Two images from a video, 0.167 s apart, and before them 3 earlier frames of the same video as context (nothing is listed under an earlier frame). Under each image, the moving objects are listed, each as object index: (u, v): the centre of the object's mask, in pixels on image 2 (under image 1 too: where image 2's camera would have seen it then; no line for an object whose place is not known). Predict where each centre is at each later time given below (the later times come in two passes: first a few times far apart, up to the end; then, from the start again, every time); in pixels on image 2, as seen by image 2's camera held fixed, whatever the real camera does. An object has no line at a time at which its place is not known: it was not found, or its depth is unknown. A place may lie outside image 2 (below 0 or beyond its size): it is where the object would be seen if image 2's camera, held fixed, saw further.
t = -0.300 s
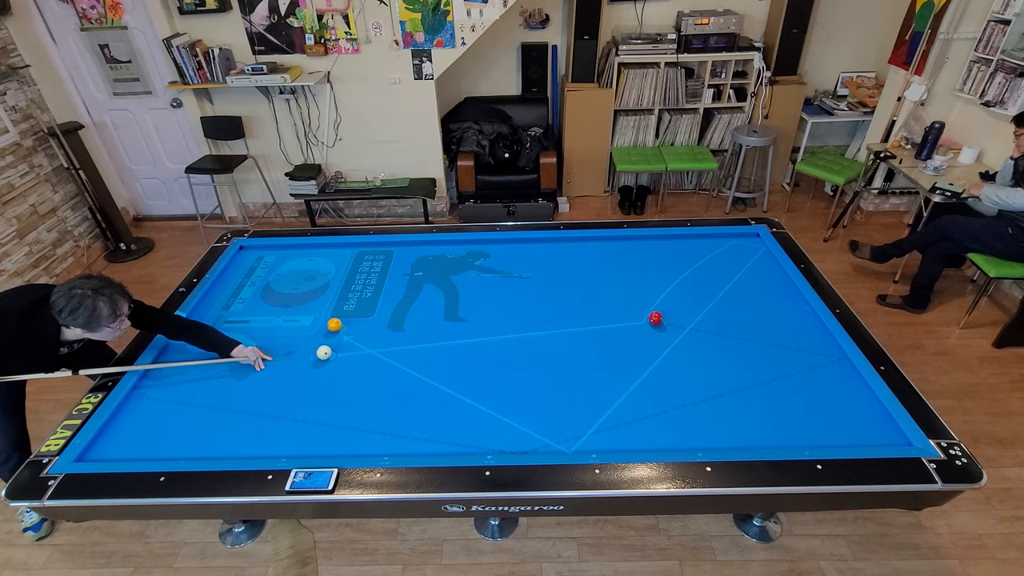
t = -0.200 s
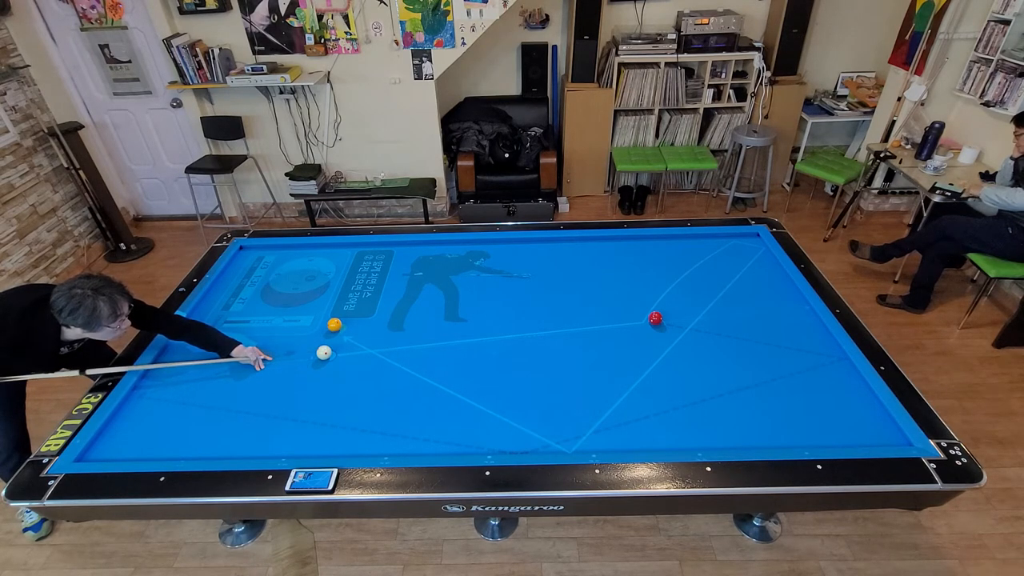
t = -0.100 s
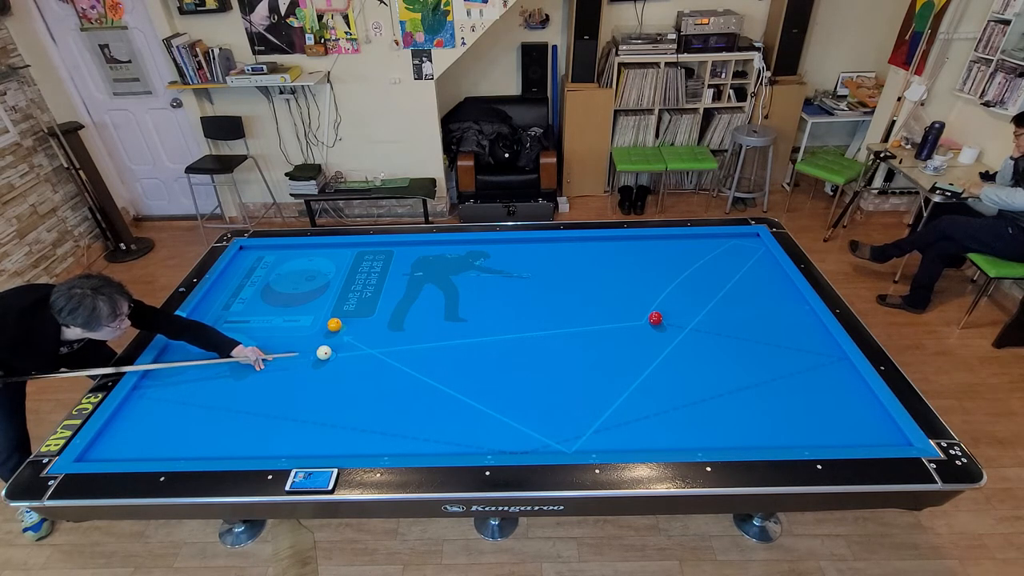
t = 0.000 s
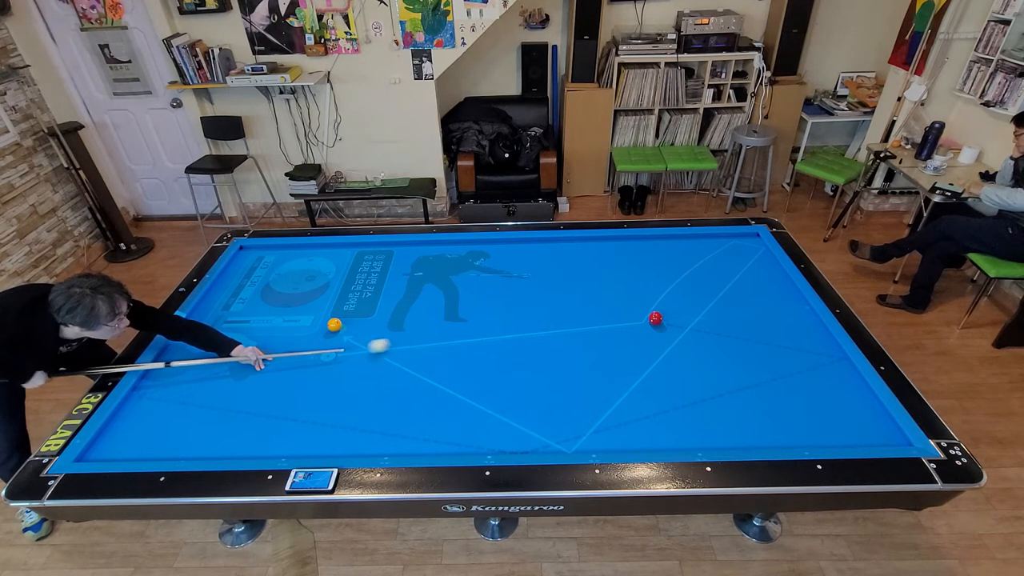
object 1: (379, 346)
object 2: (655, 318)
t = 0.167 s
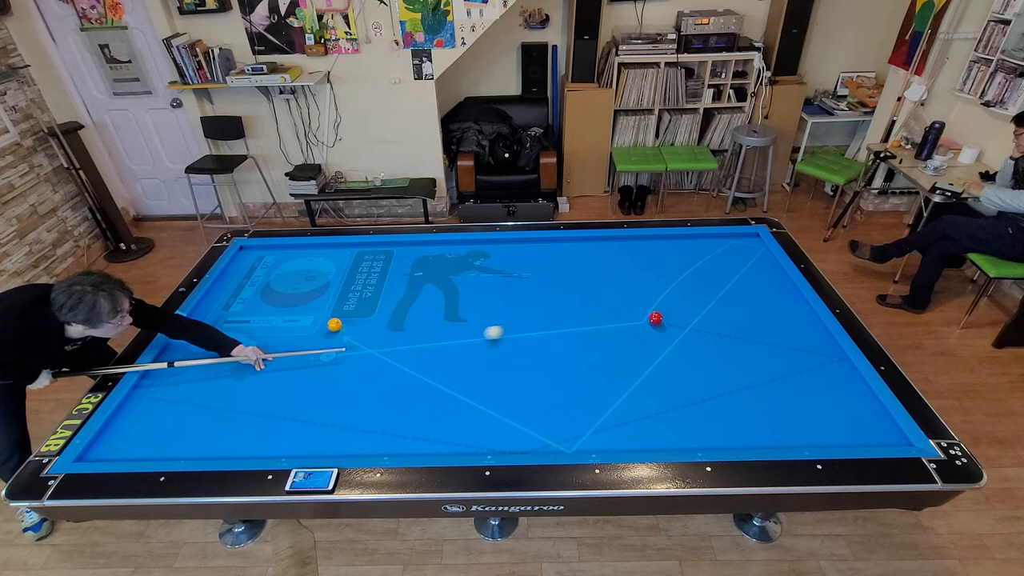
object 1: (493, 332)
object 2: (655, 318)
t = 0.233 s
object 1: (536, 328)
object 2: (655, 318)
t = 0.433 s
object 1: (643, 311)
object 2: (672, 320)
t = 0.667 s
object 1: (667, 280)
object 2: (797, 339)
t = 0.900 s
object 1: (704, 256)
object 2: (783, 352)
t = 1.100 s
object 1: (733, 238)
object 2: (734, 361)
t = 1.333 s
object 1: (749, 249)
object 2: (679, 373)
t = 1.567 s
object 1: (732, 265)
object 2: (623, 384)
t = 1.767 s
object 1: (717, 279)
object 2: (573, 394)
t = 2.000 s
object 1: (698, 297)
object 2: (514, 405)
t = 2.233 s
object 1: (678, 316)
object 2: (453, 418)
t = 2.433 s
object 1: (660, 334)
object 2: (400, 428)
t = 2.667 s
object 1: (637, 356)
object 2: (337, 441)
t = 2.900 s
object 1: (612, 381)
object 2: (272, 451)
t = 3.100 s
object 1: (588, 403)
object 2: (227, 448)
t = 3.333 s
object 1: (559, 431)
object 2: (177, 443)
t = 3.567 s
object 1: (529, 438)
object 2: (128, 438)
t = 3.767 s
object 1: (505, 424)
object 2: (114, 433)
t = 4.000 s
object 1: (479, 409)
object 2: (151, 425)
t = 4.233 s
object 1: (455, 395)
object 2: (185, 418)
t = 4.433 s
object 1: (436, 385)
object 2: (214, 411)
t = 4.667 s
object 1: (415, 373)
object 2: (245, 404)
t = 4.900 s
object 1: (396, 362)
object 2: (274, 398)
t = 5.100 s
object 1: (380, 353)
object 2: (299, 393)
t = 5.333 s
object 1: (363, 344)
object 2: (326, 386)
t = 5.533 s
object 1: (349, 336)
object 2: (349, 382)
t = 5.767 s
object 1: (338, 331)
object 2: (374, 376)
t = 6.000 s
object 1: (331, 331)
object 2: (397, 371)
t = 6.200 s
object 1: (325, 330)
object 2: (417, 366)
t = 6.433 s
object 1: (319, 330)
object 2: (439, 362)
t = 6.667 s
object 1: (314, 330)
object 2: (459, 357)
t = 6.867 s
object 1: (309, 329)
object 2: (476, 353)
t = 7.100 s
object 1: (305, 329)
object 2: (495, 349)
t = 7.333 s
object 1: (300, 329)
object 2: (513, 345)
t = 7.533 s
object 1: (297, 329)
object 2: (528, 342)
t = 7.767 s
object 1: (295, 329)
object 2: (545, 338)
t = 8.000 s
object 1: (292, 329)
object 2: (560, 335)
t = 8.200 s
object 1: (290, 329)
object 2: (573, 332)
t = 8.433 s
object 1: (289, 329)
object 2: (588, 329)
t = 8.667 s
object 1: (287, 329)
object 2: (601, 326)
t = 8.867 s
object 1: (287, 329)
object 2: (612, 323)
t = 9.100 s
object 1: (287, 329)
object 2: (625, 320)
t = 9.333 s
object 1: (287, 329)
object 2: (636, 318)
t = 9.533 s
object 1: (287, 329)
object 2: (646, 315)
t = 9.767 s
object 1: (287, 329)
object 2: (656, 313)
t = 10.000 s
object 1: (287, 329)
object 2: (665, 311)
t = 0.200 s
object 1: (515, 330)
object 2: (655, 318)
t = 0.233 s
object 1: (536, 328)
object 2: (655, 318)
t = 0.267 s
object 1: (558, 325)
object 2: (655, 318)
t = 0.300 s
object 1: (578, 323)
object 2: (655, 318)
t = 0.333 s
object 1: (599, 320)
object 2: (655, 318)
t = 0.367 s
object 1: (620, 318)
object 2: (655, 318)
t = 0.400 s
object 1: (639, 315)
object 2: (655, 318)
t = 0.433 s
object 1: (643, 311)
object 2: (672, 320)
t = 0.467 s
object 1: (645, 306)
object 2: (691, 323)
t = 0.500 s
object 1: (648, 301)
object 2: (710, 327)
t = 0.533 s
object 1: (651, 297)
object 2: (728, 329)
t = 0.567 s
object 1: (654, 292)
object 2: (746, 332)
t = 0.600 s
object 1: (658, 288)
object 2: (763, 334)
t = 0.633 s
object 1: (662, 284)
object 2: (780, 337)
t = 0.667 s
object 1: (667, 280)
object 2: (797, 339)
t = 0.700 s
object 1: (672, 277)
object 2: (814, 342)
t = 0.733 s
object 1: (678, 273)
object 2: (830, 344)
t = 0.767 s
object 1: (683, 270)
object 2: (825, 346)
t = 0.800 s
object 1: (689, 266)
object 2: (814, 347)
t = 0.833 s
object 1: (694, 263)
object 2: (803, 349)
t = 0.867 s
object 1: (699, 259)
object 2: (793, 351)
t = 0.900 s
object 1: (704, 256)
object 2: (783, 352)
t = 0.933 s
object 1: (709, 253)
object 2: (774, 354)
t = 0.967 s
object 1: (714, 250)
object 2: (766, 356)
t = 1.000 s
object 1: (719, 247)
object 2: (757, 357)
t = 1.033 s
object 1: (724, 244)
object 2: (750, 359)
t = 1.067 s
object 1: (728, 241)
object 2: (742, 360)
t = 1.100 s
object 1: (733, 238)
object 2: (734, 361)
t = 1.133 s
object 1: (737, 236)
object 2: (726, 363)
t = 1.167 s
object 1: (744, 237)
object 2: (718, 365)
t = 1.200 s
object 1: (752, 239)
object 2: (711, 366)
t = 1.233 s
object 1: (758, 241)
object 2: (703, 368)
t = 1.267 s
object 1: (756, 244)
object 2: (695, 369)
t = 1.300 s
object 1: (752, 246)
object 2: (687, 371)
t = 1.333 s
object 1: (749, 249)
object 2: (679, 373)
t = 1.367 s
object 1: (746, 251)
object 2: (671, 374)
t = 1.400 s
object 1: (744, 253)
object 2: (663, 376)
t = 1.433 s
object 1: (742, 256)
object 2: (655, 377)
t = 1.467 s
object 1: (739, 258)
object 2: (647, 379)
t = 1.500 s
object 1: (737, 260)
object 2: (639, 381)
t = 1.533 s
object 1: (735, 263)
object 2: (631, 382)
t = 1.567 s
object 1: (732, 265)
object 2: (623, 384)
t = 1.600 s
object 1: (730, 267)
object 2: (615, 386)
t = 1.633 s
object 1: (727, 269)
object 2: (606, 387)
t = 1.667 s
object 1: (725, 272)
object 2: (598, 389)
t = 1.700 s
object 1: (722, 274)
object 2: (590, 390)
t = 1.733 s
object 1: (720, 277)
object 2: (582, 392)
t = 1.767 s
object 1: (717, 279)
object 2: (573, 394)
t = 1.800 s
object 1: (714, 282)
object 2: (565, 395)
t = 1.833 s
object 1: (712, 284)
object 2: (557, 397)
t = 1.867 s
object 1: (709, 287)
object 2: (548, 399)
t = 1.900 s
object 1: (706, 289)
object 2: (540, 401)
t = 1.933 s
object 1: (704, 292)
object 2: (531, 402)
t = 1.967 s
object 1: (701, 294)
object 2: (522, 404)
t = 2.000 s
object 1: (698, 297)
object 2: (514, 405)
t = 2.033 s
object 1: (696, 300)
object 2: (505, 407)
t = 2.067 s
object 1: (693, 302)
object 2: (497, 409)
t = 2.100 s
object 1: (690, 305)
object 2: (488, 410)
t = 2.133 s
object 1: (687, 308)
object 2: (480, 412)
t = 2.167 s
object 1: (684, 311)
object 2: (471, 414)
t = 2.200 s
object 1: (681, 314)
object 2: (462, 416)
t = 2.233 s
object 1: (678, 316)
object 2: (453, 418)
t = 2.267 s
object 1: (675, 319)
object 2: (445, 419)
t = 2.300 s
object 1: (673, 322)
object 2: (436, 421)
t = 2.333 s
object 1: (669, 325)
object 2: (427, 423)
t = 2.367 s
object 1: (666, 328)
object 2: (418, 425)
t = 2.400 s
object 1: (663, 331)
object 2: (409, 426)
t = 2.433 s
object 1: (660, 334)
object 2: (400, 428)
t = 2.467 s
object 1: (657, 337)
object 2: (391, 430)
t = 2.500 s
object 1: (653, 340)
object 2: (382, 432)
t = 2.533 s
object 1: (650, 343)
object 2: (373, 433)
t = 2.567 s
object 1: (647, 346)
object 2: (364, 435)
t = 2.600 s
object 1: (644, 350)
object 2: (355, 437)
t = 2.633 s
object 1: (640, 353)
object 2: (346, 438)
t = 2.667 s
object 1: (637, 356)
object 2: (337, 441)
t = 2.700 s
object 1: (633, 360)
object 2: (327, 443)
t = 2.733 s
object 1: (630, 363)
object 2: (318, 444)
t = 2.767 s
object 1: (626, 367)
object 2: (309, 446)
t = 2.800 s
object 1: (623, 370)
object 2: (299, 449)
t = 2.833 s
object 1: (619, 373)
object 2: (290, 450)
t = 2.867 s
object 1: (615, 377)
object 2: (281, 451)
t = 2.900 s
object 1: (612, 381)
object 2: (272, 451)
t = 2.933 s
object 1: (608, 384)
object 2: (265, 450)
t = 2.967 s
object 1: (604, 388)
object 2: (257, 450)
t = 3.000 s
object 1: (600, 391)
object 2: (250, 450)
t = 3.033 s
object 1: (596, 395)
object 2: (242, 449)
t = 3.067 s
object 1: (593, 399)
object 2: (235, 449)
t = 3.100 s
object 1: (588, 403)
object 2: (227, 448)
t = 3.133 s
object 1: (584, 407)
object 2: (220, 447)
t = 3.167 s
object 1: (580, 411)
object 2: (213, 446)
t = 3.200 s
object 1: (576, 415)
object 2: (205, 446)
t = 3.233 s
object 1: (572, 419)
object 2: (198, 445)
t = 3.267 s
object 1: (568, 423)
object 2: (191, 444)
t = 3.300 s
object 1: (564, 427)
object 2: (184, 444)
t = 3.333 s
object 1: (559, 431)
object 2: (177, 443)
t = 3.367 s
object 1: (555, 435)
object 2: (170, 442)
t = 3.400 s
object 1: (551, 439)
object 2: (163, 441)
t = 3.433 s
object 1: (546, 444)
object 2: (156, 441)
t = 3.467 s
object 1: (542, 446)
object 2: (149, 440)
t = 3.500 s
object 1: (538, 444)
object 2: (142, 440)
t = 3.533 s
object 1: (533, 441)
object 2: (135, 439)
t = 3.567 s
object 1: (529, 438)
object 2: (128, 438)
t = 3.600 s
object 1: (525, 436)
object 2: (121, 437)
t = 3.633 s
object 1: (521, 433)
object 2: (115, 437)
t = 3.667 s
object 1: (517, 431)
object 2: (107, 436)
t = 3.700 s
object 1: (513, 429)
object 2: (101, 435)
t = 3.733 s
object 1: (509, 427)
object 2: (107, 434)
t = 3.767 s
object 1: (505, 424)
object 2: (114, 433)
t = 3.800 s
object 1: (501, 422)
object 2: (120, 432)
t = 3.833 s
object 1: (497, 420)
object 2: (126, 430)
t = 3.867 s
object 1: (494, 418)
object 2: (131, 429)
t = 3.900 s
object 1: (490, 416)
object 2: (136, 428)
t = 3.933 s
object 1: (486, 413)
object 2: (141, 427)
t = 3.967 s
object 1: (483, 411)
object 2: (146, 426)
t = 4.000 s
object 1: (479, 409)
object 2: (151, 425)
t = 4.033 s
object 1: (476, 407)
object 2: (156, 424)
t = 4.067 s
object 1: (472, 405)
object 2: (161, 423)
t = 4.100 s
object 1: (469, 403)
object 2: (166, 422)
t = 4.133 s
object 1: (465, 401)
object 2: (171, 421)
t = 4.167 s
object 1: (462, 399)
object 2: (176, 419)
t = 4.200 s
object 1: (458, 398)
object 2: (180, 419)
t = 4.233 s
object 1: (455, 395)
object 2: (185, 418)
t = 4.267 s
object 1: (452, 394)
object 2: (190, 416)
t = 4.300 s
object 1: (449, 392)
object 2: (195, 415)
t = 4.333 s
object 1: (446, 390)
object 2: (200, 414)
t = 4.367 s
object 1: (442, 388)
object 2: (204, 413)
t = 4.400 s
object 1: (439, 386)
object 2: (208, 413)
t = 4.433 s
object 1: (436, 385)
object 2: (214, 411)
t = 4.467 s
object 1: (433, 383)
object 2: (218, 410)
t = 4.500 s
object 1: (430, 381)
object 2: (222, 409)
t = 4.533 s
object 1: (427, 379)
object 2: (227, 409)
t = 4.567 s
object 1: (424, 378)
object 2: (231, 407)
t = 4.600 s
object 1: (421, 376)
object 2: (236, 406)
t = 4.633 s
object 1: (418, 375)
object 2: (240, 406)
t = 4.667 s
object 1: (415, 373)
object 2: (245, 404)
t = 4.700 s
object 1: (412, 371)
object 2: (249, 403)
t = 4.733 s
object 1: (410, 370)
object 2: (253, 403)
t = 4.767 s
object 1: (407, 368)
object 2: (258, 402)
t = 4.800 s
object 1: (404, 367)
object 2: (262, 401)
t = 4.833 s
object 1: (401, 365)
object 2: (266, 400)
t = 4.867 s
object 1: (399, 363)
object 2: (270, 399)
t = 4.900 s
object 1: (396, 362)
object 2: (274, 398)
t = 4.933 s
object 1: (393, 360)
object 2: (278, 397)
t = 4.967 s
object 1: (391, 359)
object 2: (282, 396)
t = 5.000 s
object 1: (388, 357)
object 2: (287, 395)
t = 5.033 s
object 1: (385, 356)
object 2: (291, 394)
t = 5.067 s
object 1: (383, 354)
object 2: (295, 394)
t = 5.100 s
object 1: (380, 353)
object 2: (299, 393)
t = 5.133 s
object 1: (378, 352)
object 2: (303, 392)
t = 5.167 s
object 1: (375, 351)
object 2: (307, 391)
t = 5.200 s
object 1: (373, 349)
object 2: (311, 390)
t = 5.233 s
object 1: (370, 348)
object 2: (315, 389)
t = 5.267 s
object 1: (368, 346)
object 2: (318, 388)
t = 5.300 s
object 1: (366, 345)
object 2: (322, 387)
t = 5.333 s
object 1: (363, 344)
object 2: (326, 386)
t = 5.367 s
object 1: (361, 342)
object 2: (330, 386)
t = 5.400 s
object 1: (358, 341)
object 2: (334, 385)
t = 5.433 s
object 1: (356, 340)
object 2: (337, 384)
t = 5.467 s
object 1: (354, 339)
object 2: (341, 383)
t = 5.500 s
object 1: (351, 337)
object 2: (345, 382)
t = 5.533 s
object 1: (349, 336)
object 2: (349, 382)
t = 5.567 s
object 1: (347, 335)
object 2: (352, 381)
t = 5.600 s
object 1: (345, 334)
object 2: (356, 380)
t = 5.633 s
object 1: (343, 332)
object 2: (360, 379)
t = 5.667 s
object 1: (340, 331)
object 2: (363, 379)
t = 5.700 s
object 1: (340, 331)
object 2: (367, 378)
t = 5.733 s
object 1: (338, 331)
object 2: (370, 377)
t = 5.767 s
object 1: (338, 331)
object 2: (374, 376)
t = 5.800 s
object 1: (336, 331)
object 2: (377, 376)
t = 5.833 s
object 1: (336, 331)
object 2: (380, 375)
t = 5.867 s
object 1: (334, 331)
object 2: (384, 374)
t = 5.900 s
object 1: (333, 331)
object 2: (387, 373)
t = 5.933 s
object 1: (333, 331)
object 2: (391, 372)
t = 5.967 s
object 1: (332, 331)
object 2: (394, 371)
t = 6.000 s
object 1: (331, 331)
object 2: (397, 371)
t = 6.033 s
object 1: (330, 330)
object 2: (401, 370)
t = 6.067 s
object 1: (329, 330)
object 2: (404, 369)
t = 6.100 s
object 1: (328, 330)
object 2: (407, 368)
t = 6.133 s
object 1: (327, 330)
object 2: (411, 368)
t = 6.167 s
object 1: (326, 330)
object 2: (414, 367)
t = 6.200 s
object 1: (325, 330)
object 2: (417, 366)
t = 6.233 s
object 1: (324, 330)
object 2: (420, 366)
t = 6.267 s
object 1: (323, 330)
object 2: (423, 365)
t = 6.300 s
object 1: (323, 330)
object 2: (426, 364)
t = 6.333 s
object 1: (322, 330)
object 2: (429, 364)
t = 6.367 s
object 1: (321, 330)
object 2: (433, 363)
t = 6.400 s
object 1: (320, 330)
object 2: (435, 362)
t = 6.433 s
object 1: (319, 330)
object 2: (439, 362)
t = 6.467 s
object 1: (318, 330)
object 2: (442, 361)
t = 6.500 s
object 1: (318, 330)
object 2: (445, 360)
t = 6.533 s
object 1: (317, 330)
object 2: (447, 360)
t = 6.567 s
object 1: (316, 330)
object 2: (450, 359)
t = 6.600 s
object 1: (315, 330)
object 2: (453, 358)
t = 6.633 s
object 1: (314, 330)
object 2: (456, 358)
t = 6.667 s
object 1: (314, 330)
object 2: (459, 357)
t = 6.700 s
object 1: (313, 329)
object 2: (462, 356)
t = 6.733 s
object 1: (312, 329)
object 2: (465, 356)
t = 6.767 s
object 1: (311, 329)
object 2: (468, 355)
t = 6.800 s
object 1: (311, 329)
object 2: (470, 354)
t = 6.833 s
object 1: (310, 329)
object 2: (473, 354)
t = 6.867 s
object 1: (309, 329)
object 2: (476, 353)
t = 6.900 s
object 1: (309, 330)
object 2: (479, 352)
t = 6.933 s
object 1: (308, 329)
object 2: (482, 352)
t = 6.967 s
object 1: (307, 329)
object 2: (484, 351)
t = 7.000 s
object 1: (306, 329)
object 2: (487, 351)
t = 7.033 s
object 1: (306, 329)
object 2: (490, 350)
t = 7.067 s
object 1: (305, 329)
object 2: (492, 350)
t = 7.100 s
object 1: (305, 329)
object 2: (495, 349)
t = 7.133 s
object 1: (304, 329)
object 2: (498, 349)
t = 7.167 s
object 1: (303, 329)
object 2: (500, 348)
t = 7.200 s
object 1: (303, 329)
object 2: (503, 347)
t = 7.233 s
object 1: (302, 329)
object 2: (505, 346)
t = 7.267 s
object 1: (302, 329)
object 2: (508, 346)
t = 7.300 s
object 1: (301, 329)
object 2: (511, 346)
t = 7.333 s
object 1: (300, 329)
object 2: (513, 345)
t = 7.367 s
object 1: (300, 329)
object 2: (516, 344)
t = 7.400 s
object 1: (299, 329)
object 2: (518, 344)
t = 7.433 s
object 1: (299, 329)
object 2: (521, 343)
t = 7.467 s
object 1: (298, 329)
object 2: (523, 343)
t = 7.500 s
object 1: (298, 329)
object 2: (526, 342)
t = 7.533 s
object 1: (297, 329)
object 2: (528, 342)
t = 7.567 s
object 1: (297, 329)
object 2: (530, 341)
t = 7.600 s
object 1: (296, 329)
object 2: (533, 341)
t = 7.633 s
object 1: (296, 329)
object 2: (535, 340)
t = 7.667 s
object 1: (296, 329)
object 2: (538, 339)
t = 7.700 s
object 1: (295, 329)
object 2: (540, 339)
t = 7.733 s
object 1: (295, 329)
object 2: (542, 339)
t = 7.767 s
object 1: (295, 329)
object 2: (545, 338)
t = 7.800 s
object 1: (294, 329)
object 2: (547, 338)
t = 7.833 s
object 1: (294, 329)
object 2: (549, 337)
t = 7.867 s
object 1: (293, 329)
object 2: (552, 337)
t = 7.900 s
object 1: (293, 329)
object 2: (554, 336)
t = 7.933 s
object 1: (293, 329)
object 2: (556, 336)
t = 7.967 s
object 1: (292, 329)
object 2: (558, 335)
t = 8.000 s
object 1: (292, 329)
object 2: (560, 335)
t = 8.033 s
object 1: (292, 329)
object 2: (563, 334)
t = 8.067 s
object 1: (291, 329)
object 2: (565, 334)
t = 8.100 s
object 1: (291, 329)
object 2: (567, 333)
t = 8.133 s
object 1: (291, 329)
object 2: (569, 333)
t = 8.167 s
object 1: (290, 329)
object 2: (571, 332)
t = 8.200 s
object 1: (290, 329)
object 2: (573, 332)
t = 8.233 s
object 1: (290, 329)
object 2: (575, 331)
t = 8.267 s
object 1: (290, 329)
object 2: (577, 331)
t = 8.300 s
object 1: (289, 329)
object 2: (579, 331)
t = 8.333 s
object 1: (289, 329)
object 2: (582, 330)
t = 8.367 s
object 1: (289, 329)
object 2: (583, 330)
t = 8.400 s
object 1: (289, 329)
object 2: (586, 329)
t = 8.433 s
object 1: (289, 329)
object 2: (588, 329)
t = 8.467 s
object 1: (288, 329)
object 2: (590, 328)
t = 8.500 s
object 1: (288, 329)
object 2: (591, 328)
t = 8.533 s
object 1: (288, 329)
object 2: (594, 328)
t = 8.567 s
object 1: (288, 329)
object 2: (596, 327)
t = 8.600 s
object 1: (287, 329)
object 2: (597, 327)
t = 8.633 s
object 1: (287, 329)
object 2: (599, 326)
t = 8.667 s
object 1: (287, 329)
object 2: (601, 326)
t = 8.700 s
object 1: (287, 329)
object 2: (603, 325)
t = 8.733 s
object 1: (287, 329)
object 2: (605, 325)
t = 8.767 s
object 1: (287, 329)
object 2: (607, 324)
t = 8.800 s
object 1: (287, 329)
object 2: (608, 324)
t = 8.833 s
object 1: (287, 329)
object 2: (610, 323)
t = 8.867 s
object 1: (287, 329)
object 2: (612, 323)
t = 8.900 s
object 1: (287, 329)
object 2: (614, 323)
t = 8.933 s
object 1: (287, 329)
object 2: (616, 322)
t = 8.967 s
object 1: (287, 329)
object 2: (618, 322)
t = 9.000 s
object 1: (287, 329)
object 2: (620, 321)
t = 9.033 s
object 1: (287, 329)
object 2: (621, 321)
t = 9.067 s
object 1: (287, 329)
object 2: (623, 321)
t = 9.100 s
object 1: (287, 329)
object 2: (625, 320)
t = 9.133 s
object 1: (287, 329)
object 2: (626, 320)
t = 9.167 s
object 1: (287, 329)
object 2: (628, 320)
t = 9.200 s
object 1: (287, 329)
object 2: (630, 319)
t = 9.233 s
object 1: (287, 329)
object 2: (631, 319)
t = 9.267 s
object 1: (287, 329)
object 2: (633, 318)
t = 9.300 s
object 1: (287, 329)
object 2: (635, 318)
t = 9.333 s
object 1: (287, 329)
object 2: (636, 318)
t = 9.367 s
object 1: (287, 329)
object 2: (638, 317)
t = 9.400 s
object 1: (287, 329)
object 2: (639, 317)
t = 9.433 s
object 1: (287, 329)
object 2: (641, 317)
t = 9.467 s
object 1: (287, 329)
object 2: (642, 316)
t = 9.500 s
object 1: (287, 329)
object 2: (644, 316)
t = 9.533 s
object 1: (287, 329)
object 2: (646, 315)
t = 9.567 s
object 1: (287, 329)
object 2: (647, 315)
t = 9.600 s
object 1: (287, 329)
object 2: (649, 314)
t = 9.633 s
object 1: (287, 329)
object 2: (650, 314)
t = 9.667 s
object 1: (287, 329)
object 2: (651, 314)
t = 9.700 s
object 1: (287, 329)
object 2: (653, 314)
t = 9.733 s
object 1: (287, 329)
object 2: (654, 314)
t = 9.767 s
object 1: (287, 329)
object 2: (656, 313)
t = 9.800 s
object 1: (287, 329)
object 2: (657, 313)
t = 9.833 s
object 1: (287, 329)
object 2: (658, 312)
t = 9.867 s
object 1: (287, 329)
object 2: (660, 312)
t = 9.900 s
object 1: (287, 329)
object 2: (662, 312)
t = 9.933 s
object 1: (287, 329)
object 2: (663, 311)
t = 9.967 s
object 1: (287, 329)
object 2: (664, 311)
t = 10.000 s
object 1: (287, 329)
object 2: (665, 311)
